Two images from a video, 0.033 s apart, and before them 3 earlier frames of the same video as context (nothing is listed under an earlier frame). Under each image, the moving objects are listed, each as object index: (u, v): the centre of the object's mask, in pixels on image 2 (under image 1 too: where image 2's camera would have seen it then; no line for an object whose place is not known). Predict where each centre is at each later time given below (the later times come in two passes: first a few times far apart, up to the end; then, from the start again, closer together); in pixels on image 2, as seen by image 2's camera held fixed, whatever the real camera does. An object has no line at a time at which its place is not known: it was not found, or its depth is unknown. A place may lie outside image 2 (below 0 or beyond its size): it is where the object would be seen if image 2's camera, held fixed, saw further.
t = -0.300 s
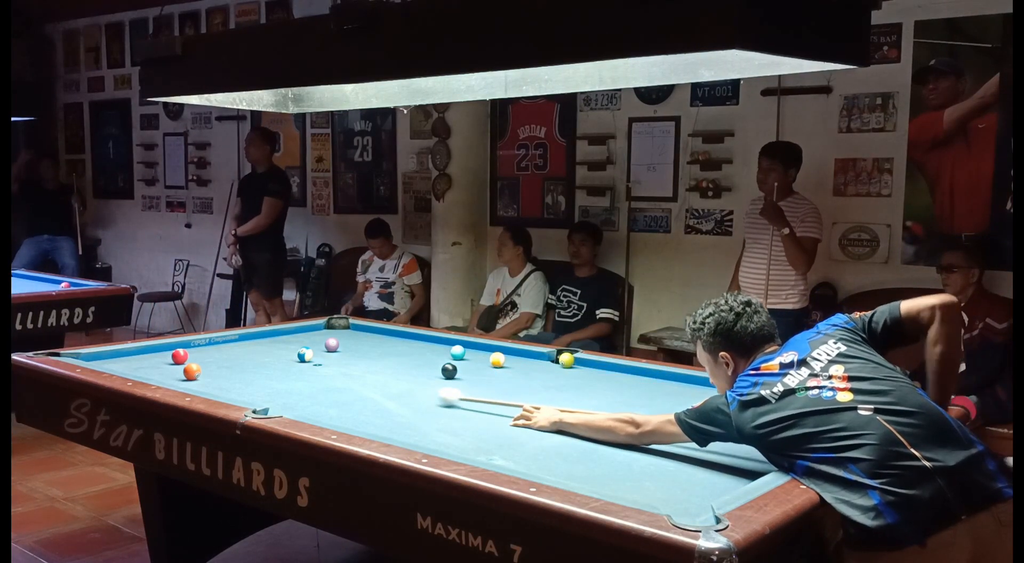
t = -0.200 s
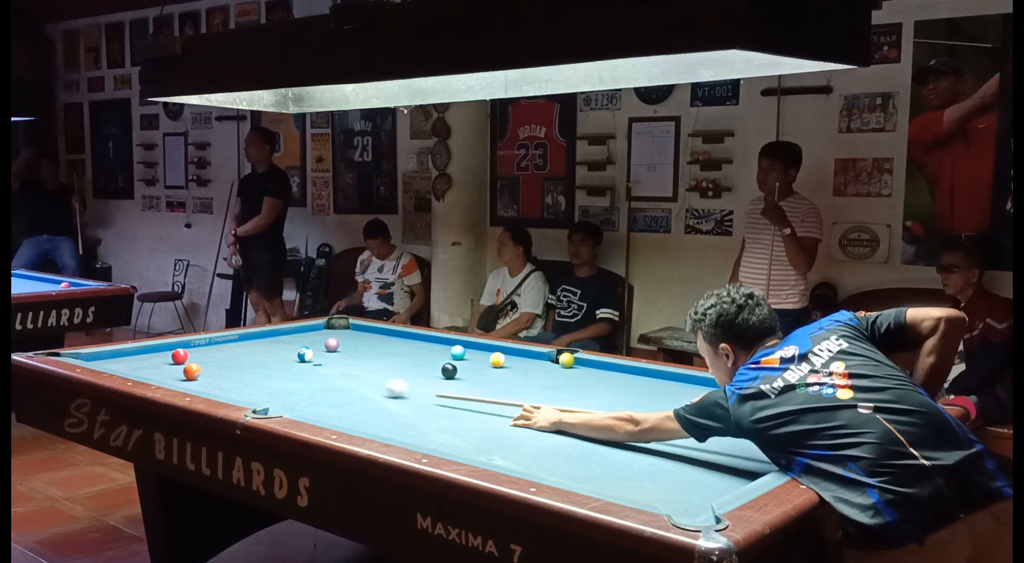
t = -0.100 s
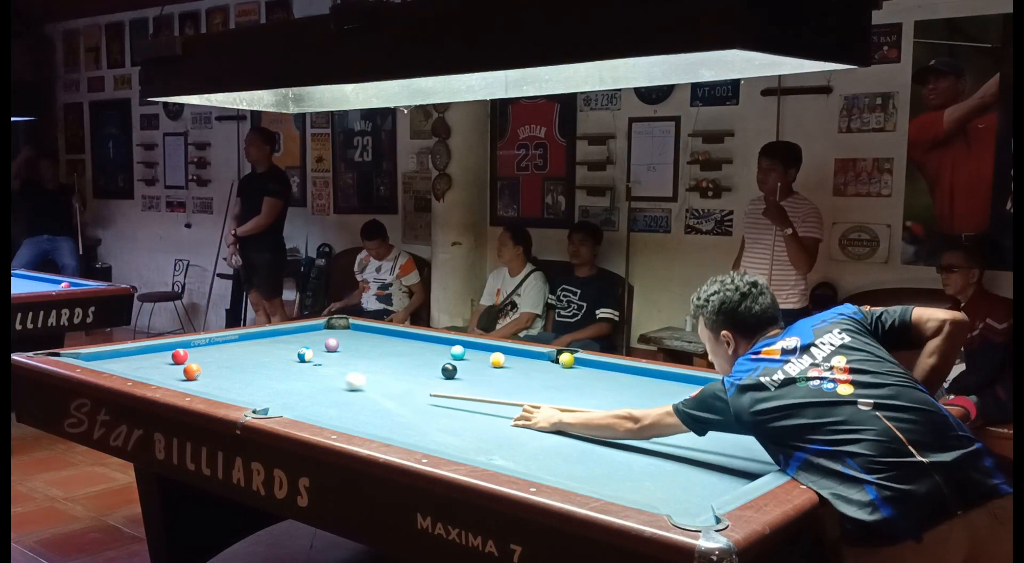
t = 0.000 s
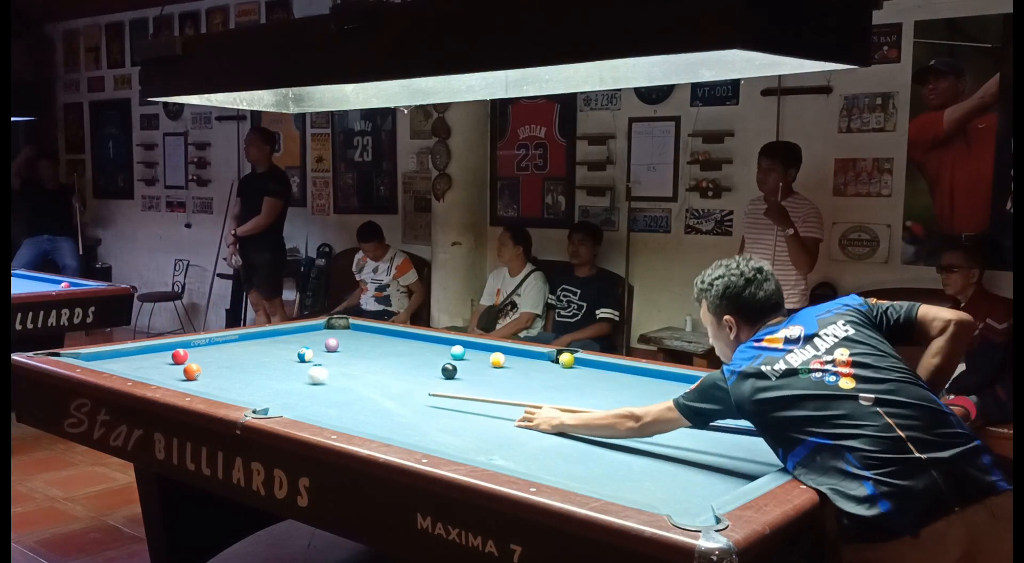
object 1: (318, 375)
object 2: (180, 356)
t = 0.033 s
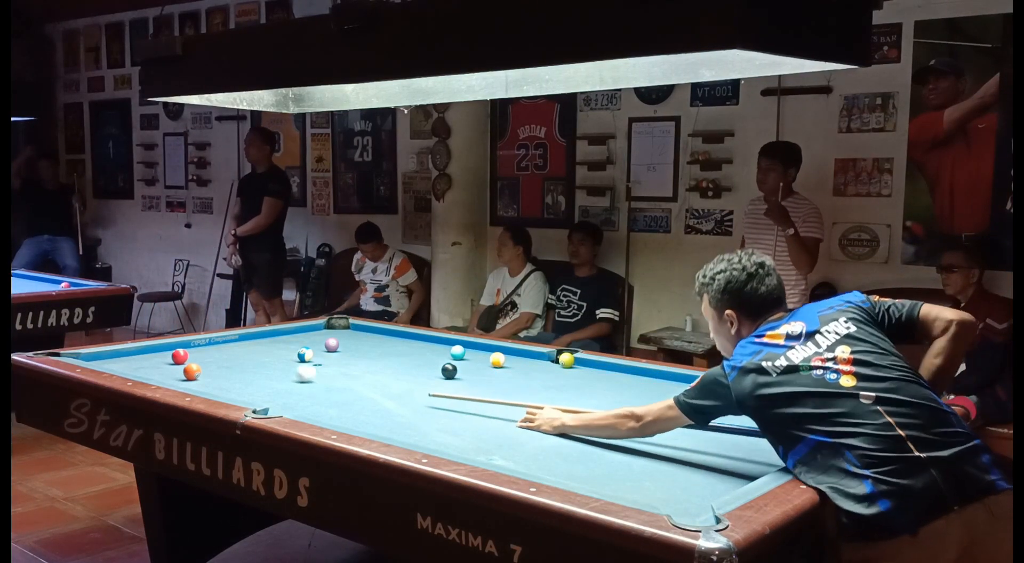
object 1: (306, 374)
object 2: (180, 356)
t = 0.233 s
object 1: (238, 362)
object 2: (180, 356)
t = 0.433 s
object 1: (196, 353)
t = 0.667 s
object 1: (190, 344)
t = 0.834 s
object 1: (214, 345)
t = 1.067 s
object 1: (247, 347)
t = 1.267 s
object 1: (274, 348)
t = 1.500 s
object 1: (305, 346)
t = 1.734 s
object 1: (335, 352)
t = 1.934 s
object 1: (360, 354)
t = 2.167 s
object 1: (387, 355)
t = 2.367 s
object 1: (410, 356)
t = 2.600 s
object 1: (436, 357)
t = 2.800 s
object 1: (456, 359)
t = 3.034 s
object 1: (478, 358)
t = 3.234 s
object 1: (486, 361)
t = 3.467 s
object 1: (490, 362)
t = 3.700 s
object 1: (494, 363)
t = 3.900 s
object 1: (497, 364)
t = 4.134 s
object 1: (499, 365)
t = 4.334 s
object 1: (499, 365)
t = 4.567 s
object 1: (499, 365)
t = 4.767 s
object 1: (499, 365)
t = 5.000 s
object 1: (499, 365)
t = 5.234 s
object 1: (499, 365)
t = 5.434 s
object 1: (499, 365)
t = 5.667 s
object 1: (499, 365)
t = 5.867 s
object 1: (499, 365)
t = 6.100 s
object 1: (499, 365)
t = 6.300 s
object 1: (499, 365)
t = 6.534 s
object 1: (499, 365)
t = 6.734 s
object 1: (499, 365)
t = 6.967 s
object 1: (499, 365)
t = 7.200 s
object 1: (499, 365)
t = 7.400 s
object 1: (499, 365)
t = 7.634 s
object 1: (499, 365)
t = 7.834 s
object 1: (499, 365)
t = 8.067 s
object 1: (499, 365)
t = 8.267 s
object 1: (499, 365)
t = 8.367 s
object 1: (499, 365)
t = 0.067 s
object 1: (294, 371)
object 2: (180, 356)
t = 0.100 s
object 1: (282, 370)
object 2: (180, 356)
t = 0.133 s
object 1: (271, 368)
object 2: (180, 356)
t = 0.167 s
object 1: (260, 366)
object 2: (180, 356)
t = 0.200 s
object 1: (249, 364)
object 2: (180, 356)
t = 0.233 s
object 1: (238, 362)
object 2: (180, 356)
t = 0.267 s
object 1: (228, 361)
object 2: (180, 356)
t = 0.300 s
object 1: (217, 359)
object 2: (180, 356)
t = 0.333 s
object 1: (207, 358)
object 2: (180, 356)
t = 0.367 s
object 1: (197, 356)
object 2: (179, 356)
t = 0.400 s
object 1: (196, 355)
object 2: (171, 356)
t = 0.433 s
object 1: (196, 353)
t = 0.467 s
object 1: (195, 351)
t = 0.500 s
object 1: (193, 350)
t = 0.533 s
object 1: (191, 348)
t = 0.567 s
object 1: (189, 346)
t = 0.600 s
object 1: (188, 345)
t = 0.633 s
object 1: (186, 344)
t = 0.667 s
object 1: (190, 344)
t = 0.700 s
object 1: (195, 344)
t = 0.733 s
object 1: (200, 344)
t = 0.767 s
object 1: (205, 344)
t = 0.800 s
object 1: (209, 345)
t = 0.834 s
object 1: (214, 345)
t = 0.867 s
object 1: (219, 345)
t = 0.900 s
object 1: (224, 345)
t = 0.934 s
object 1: (229, 345)
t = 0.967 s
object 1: (233, 346)
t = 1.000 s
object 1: (238, 346)
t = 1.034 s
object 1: (243, 346)
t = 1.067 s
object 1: (247, 347)
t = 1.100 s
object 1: (252, 347)
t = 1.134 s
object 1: (256, 347)
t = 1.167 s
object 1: (261, 348)
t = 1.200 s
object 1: (266, 348)
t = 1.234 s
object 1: (270, 348)
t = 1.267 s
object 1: (274, 348)
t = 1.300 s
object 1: (279, 349)
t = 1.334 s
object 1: (283, 349)
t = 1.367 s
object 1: (288, 349)
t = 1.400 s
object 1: (292, 349)
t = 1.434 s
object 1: (295, 349)
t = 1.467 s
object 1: (298, 348)
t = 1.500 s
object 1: (305, 346)
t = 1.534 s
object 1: (312, 348)
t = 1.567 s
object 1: (315, 350)
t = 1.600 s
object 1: (319, 351)
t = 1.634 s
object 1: (322, 351)
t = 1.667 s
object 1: (327, 352)
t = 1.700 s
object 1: (331, 352)
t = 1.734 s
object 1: (335, 352)
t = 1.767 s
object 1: (340, 352)
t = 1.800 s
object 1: (344, 352)
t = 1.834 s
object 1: (348, 353)
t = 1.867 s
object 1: (352, 353)
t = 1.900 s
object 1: (356, 353)
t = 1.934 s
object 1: (360, 354)
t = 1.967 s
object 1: (364, 354)
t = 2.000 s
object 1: (368, 354)
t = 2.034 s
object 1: (372, 354)
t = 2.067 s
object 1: (376, 354)
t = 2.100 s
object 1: (380, 355)
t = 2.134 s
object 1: (384, 355)
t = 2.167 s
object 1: (387, 355)
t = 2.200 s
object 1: (392, 355)
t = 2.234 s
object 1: (395, 356)
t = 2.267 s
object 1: (399, 356)
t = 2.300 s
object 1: (403, 356)
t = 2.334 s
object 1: (407, 356)
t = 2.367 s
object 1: (410, 356)
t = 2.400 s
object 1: (414, 357)
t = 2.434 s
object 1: (418, 357)
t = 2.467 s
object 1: (421, 357)
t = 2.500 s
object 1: (425, 357)
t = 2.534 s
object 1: (429, 358)
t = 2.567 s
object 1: (432, 358)
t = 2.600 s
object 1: (436, 357)
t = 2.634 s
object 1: (439, 357)
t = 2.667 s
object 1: (442, 357)
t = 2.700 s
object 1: (446, 357)
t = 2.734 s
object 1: (450, 357)
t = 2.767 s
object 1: (453, 357)
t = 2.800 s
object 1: (456, 359)
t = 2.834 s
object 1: (459, 358)
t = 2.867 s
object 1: (462, 358)
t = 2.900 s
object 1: (466, 358)
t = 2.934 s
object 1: (469, 358)
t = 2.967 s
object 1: (472, 358)
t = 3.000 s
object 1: (475, 358)
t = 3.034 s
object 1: (478, 358)
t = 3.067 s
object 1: (481, 360)
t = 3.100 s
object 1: (483, 361)
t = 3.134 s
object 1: (484, 361)
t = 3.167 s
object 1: (485, 361)
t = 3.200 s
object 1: (485, 361)
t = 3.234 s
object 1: (486, 361)
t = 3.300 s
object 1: (487, 361)
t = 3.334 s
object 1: (487, 362)
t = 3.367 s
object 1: (488, 362)
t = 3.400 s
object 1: (489, 362)
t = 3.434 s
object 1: (489, 362)
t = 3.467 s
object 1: (490, 362)
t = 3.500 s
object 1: (491, 363)
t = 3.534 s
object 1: (491, 363)
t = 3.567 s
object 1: (492, 363)
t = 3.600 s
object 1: (492, 363)
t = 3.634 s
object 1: (493, 363)
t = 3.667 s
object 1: (493, 363)
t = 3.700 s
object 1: (494, 363)
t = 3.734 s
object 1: (495, 363)
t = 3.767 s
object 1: (495, 363)
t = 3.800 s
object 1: (495, 364)
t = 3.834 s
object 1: (496, 364)
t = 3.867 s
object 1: (496, 364)
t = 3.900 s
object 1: (497, 364)
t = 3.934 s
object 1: (497, 364)
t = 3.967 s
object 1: (497, 364)
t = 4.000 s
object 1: (497, 364)
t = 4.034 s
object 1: (497, 364)
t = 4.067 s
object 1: (497, 364)
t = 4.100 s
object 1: (498, 364)
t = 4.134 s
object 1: (499, 365)
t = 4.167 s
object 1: (499, 365)
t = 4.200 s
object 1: (499, 365)
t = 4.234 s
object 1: (499, 365)
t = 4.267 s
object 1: (499, 365)
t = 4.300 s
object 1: (499, 365)
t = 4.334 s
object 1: (499, 365)
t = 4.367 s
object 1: (499, 365)
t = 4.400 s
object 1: (499, 365)
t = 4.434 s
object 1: (500, 365)
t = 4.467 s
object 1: (499, 365)
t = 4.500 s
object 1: (499, 365)
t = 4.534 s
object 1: (499, 365)
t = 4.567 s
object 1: (499, 365)
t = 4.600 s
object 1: (499, 365)
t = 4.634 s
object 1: (499, 365)
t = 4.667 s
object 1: (499, 365)
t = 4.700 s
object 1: (499, 365)
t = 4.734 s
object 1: (499, 365)
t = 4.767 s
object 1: (499, 365)
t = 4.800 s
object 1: (499, 365)
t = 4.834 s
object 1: (499, 365)
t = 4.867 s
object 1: (499, 365)
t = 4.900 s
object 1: (499, 365)
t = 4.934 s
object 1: (499, 365)
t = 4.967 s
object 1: (499, 365)
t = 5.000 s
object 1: (499, 365)
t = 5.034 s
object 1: (499, 365)
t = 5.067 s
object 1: (499, 365)
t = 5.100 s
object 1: (499, 365)
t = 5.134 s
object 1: (499, 365)
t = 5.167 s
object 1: (499, 365)
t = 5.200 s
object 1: (499, 365)
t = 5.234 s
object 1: (499, 365)
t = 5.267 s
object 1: (499, 365)
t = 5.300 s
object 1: (499, 365)
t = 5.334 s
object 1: (499, 365)
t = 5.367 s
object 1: (499, 365)
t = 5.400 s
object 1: (499, 365)
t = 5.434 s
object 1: (499, 365)
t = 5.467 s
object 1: (499, 365)
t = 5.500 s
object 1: (499, 365)
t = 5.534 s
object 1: (499, 365)
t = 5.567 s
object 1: (499, 365)
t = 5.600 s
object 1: (499, 365)
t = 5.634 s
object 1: (499, 365)
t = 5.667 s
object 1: (499, 365)
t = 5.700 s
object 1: (499, 365)
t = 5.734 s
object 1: (499, 365)
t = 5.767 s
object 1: (499, 365)
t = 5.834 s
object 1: (499, 365)
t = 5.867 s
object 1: (499, 365)
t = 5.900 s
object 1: (499, 365)
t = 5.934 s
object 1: (499, 365)
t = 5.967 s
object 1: (499, 365)
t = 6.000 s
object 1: (499, 365)
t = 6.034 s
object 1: (499, 365)
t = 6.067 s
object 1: (499, 365)
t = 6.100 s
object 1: (499, 365)
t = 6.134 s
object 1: (499, 365)
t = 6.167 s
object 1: (499, 365)
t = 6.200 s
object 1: (499, 365)
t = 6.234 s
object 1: (499, 365)
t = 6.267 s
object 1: (499, 365)
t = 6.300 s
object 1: (499, 365)
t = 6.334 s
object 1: (499, 365)
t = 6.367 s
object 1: (499, 365)
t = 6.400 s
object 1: (499, 365)
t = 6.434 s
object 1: (499, 365)
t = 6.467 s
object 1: (499, 365)
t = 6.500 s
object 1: (499, 365)
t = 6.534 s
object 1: (499, 365)
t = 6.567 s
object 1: (499, 365)
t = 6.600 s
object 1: (499, 365)
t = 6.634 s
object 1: (499, 365)
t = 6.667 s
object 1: (499, 365)
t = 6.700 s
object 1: (499, 365)
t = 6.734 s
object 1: (499, 365)
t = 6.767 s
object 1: (499, 365)
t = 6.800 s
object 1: (499, 365)
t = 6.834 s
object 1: (499, 365)
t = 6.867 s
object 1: (499, 365)
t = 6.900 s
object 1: (499, 365)
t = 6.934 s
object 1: (499, 365)
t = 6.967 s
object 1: (499, 365)
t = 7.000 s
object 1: (499, 365)
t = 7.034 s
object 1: (499, 365)
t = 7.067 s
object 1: (499, 365)
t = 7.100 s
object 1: (499, 365)
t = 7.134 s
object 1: (499, 365)
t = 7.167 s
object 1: (499, 365)
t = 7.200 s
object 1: (499, 365)
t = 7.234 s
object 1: (499, 365)
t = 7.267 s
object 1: (499, 365)
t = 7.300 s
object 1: (499, 365)
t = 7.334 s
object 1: (499, 365)
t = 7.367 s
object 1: (499, 365)
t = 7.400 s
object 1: (499, 365)
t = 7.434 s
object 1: (499, 365)
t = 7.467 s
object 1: (499, 365)
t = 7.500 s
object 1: (499, 365)
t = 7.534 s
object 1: (499, 365)
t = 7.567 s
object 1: (499, 365)
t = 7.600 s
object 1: (499, 365)
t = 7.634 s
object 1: (499, 365)
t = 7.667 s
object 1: (499, 365)
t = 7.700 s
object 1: (499, 365)
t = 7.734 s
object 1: (499, 365)
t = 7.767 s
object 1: (499, 365)
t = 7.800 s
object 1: (499, 365)
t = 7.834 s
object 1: (499, 365)
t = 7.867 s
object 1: (499, 365)
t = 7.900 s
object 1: (499, 365)
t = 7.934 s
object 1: (499, 365)
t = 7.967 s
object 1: (499, 365)
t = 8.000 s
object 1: (499, 365)
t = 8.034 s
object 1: (499, 365)
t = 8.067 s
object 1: (499, 365)
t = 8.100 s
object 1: (499, 365)
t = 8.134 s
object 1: (499, 365)
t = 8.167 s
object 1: (499, 365)
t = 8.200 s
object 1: (499, 365)
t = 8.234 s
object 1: (499, 365)
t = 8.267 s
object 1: (499, 365)
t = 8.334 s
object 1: (499, 365)
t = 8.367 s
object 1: (499, 365)
